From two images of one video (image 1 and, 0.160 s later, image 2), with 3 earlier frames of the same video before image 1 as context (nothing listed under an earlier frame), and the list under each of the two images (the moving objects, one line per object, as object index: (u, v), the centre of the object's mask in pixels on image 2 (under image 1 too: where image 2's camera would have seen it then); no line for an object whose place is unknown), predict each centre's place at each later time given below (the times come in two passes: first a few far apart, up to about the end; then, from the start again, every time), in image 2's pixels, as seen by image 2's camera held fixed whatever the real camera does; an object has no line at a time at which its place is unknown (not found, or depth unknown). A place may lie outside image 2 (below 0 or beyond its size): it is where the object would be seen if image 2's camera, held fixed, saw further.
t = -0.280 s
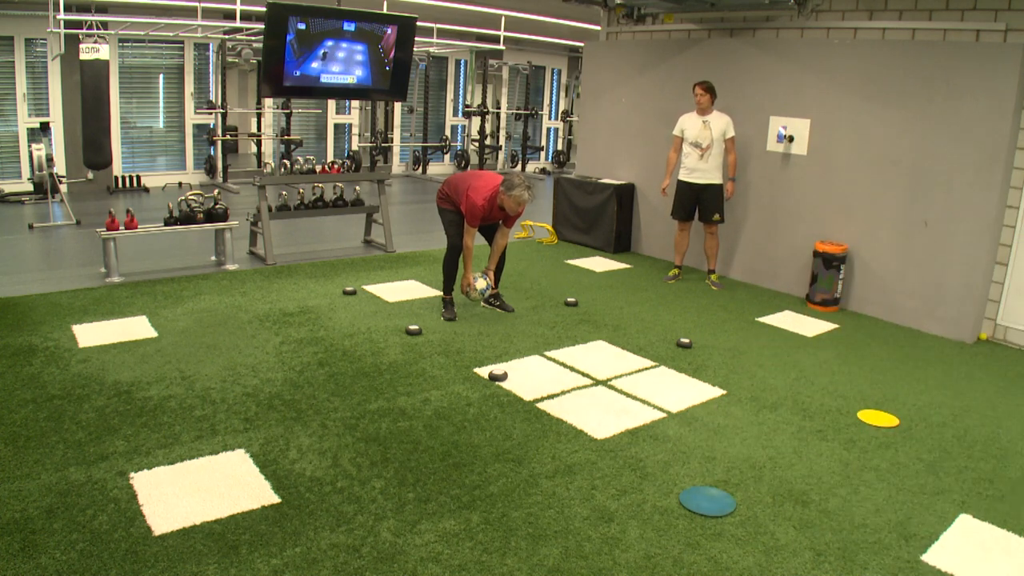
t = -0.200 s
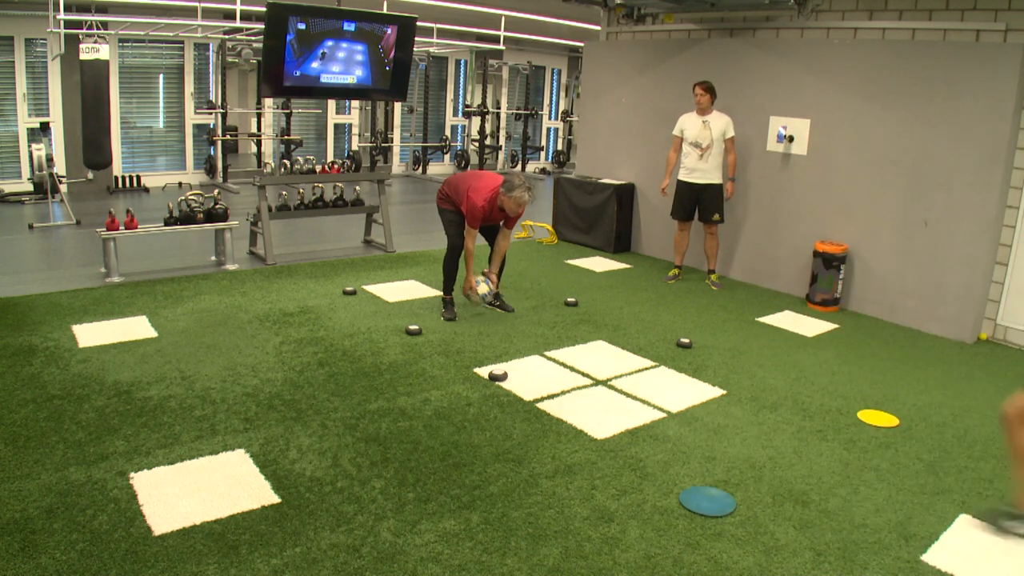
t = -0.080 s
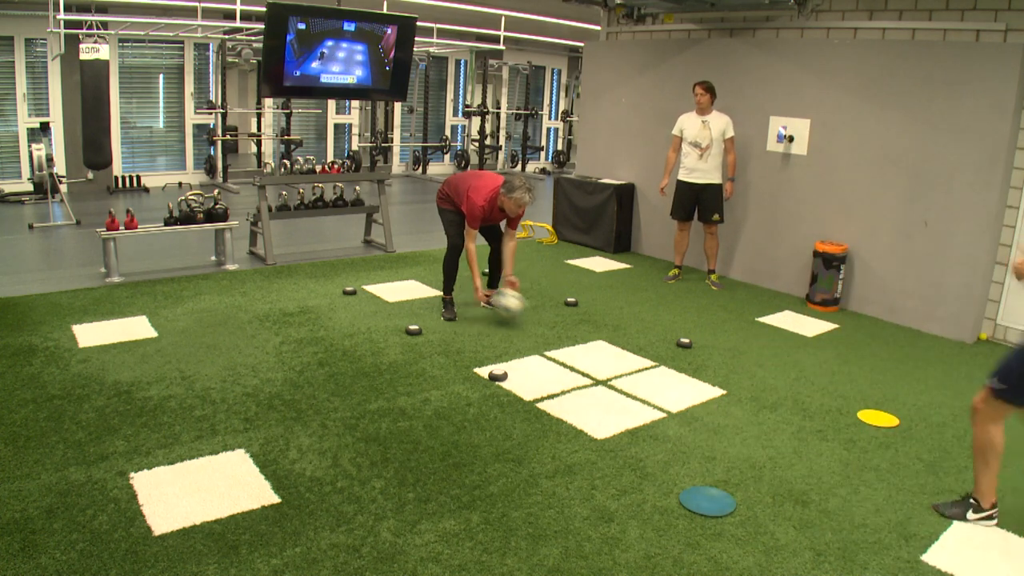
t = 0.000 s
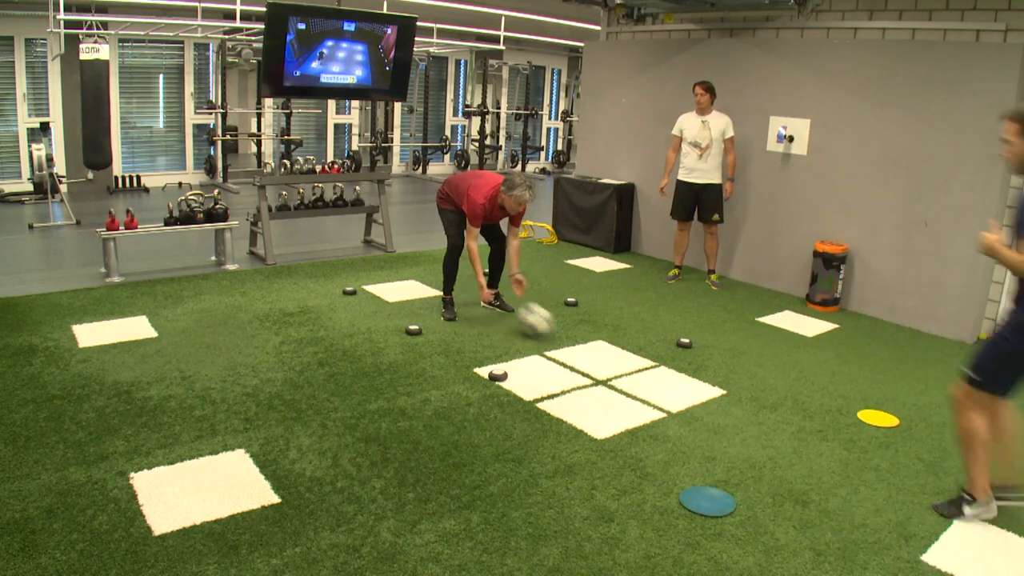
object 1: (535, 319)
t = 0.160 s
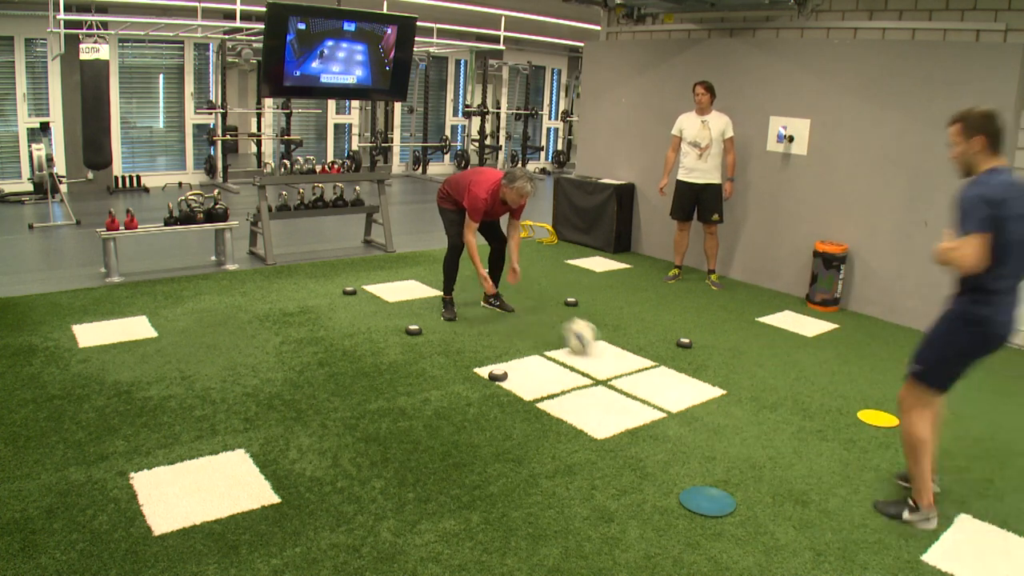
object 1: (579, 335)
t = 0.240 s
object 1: (602, 344)
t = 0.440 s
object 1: (658, 367)
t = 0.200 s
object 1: (591, 342)
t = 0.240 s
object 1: (602, 344)
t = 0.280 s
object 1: (613, 348)
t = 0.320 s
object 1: (625, 354)
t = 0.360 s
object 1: (635, 357)
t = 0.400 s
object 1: (646, 362)
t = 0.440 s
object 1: (658, 367)
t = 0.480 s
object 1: (670, 372)
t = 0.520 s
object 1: (681, 375)
